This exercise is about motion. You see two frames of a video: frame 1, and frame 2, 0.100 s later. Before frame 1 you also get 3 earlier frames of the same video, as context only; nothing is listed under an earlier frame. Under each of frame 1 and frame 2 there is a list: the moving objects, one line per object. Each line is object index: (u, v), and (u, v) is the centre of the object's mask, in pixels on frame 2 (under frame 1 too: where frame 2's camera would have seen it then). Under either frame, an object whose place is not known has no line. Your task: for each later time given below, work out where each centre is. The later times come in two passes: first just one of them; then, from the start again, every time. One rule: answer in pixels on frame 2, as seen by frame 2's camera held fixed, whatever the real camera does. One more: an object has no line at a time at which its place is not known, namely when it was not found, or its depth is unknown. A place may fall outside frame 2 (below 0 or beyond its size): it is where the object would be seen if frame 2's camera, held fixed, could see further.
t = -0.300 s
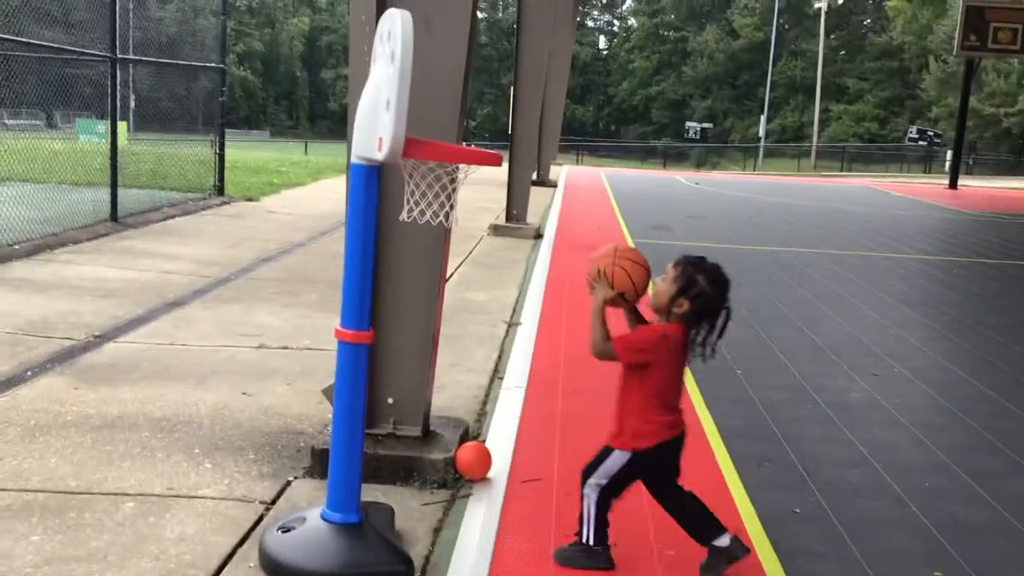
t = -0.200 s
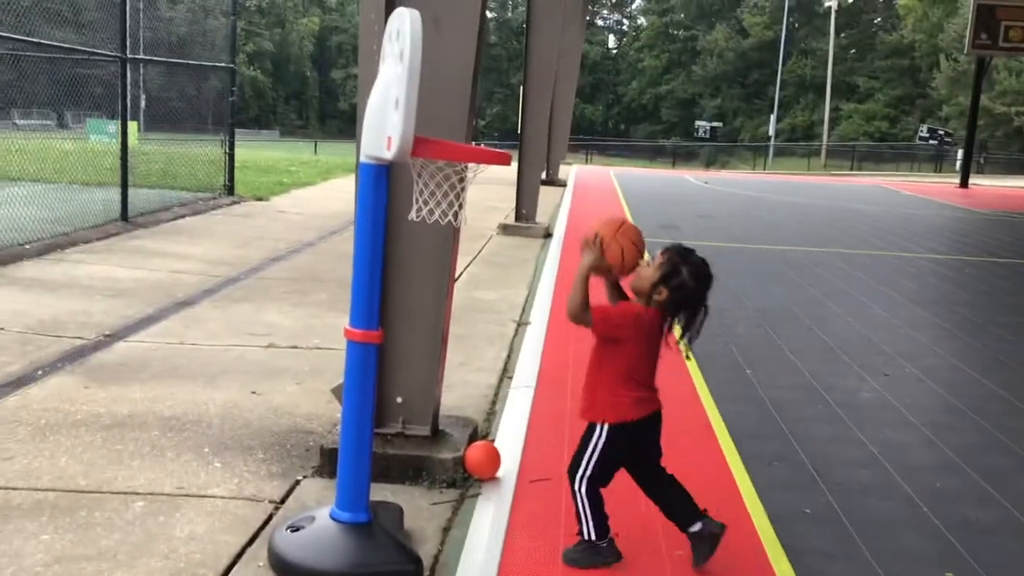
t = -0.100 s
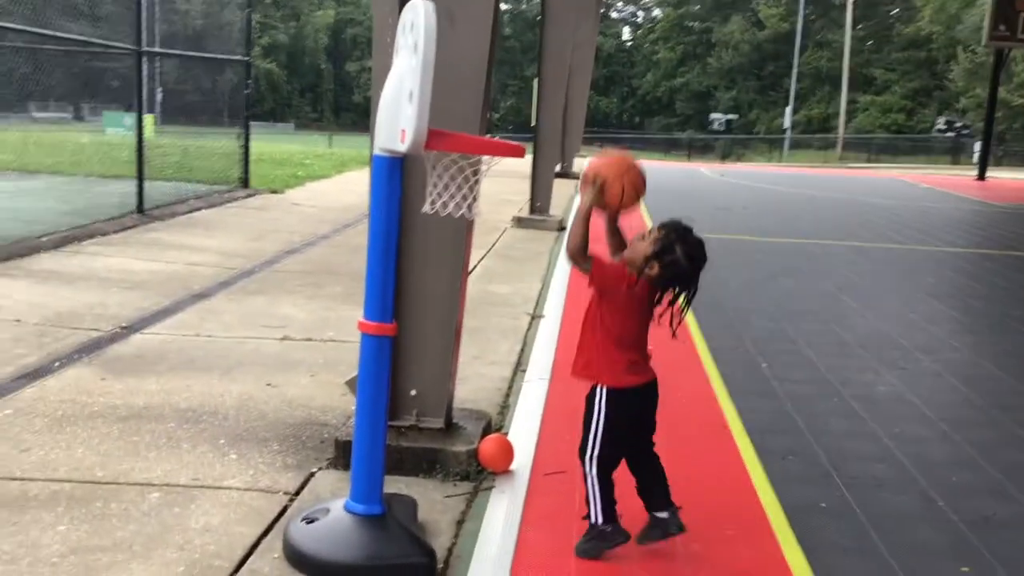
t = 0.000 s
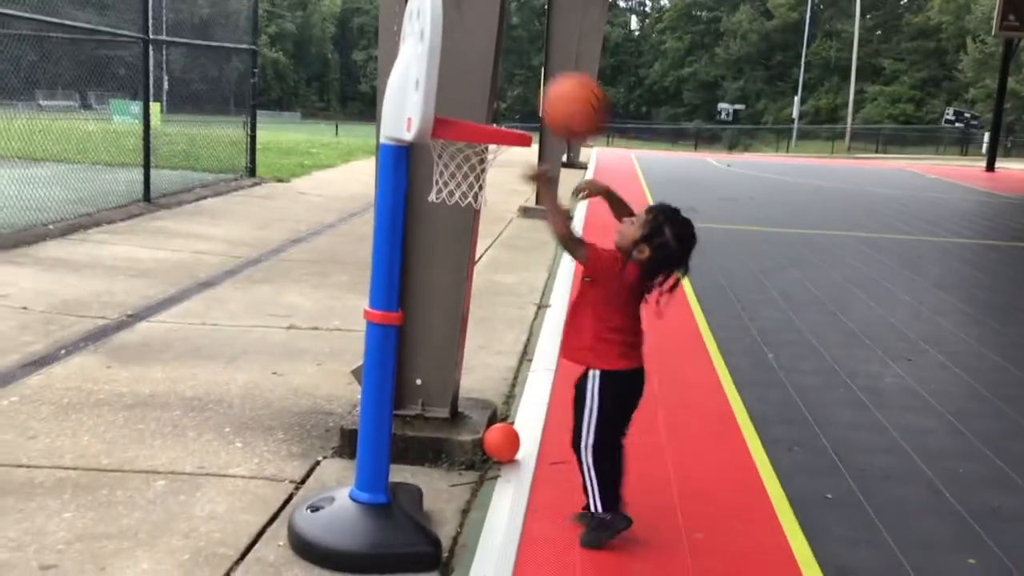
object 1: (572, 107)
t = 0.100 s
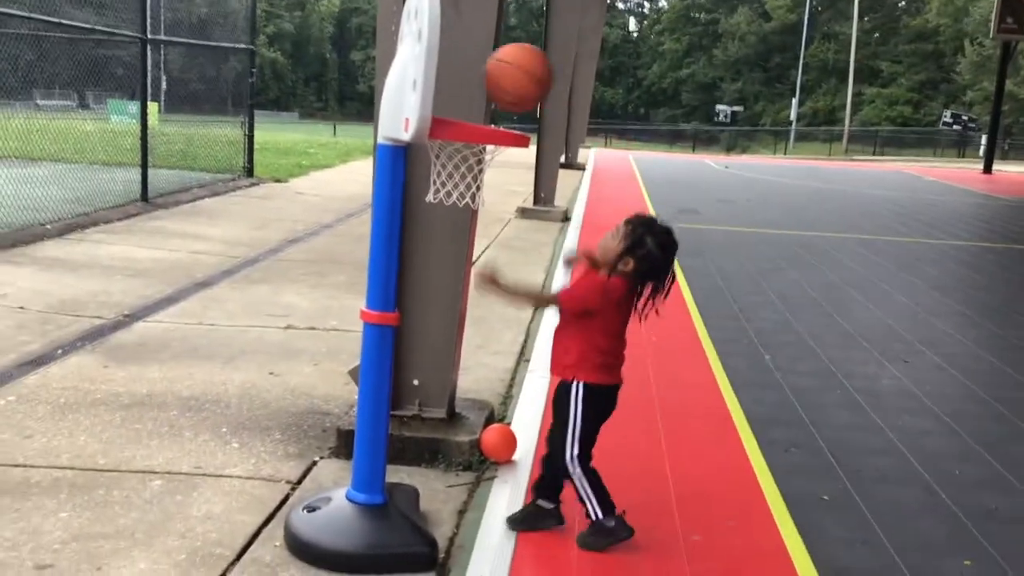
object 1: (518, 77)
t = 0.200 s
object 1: (464, 82)
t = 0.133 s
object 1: (499, 75)
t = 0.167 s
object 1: (480, 76)
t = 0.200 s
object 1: (464, 82)
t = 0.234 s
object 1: (460, 91)
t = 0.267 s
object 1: (466, 98)
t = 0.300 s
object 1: (472, 107)
